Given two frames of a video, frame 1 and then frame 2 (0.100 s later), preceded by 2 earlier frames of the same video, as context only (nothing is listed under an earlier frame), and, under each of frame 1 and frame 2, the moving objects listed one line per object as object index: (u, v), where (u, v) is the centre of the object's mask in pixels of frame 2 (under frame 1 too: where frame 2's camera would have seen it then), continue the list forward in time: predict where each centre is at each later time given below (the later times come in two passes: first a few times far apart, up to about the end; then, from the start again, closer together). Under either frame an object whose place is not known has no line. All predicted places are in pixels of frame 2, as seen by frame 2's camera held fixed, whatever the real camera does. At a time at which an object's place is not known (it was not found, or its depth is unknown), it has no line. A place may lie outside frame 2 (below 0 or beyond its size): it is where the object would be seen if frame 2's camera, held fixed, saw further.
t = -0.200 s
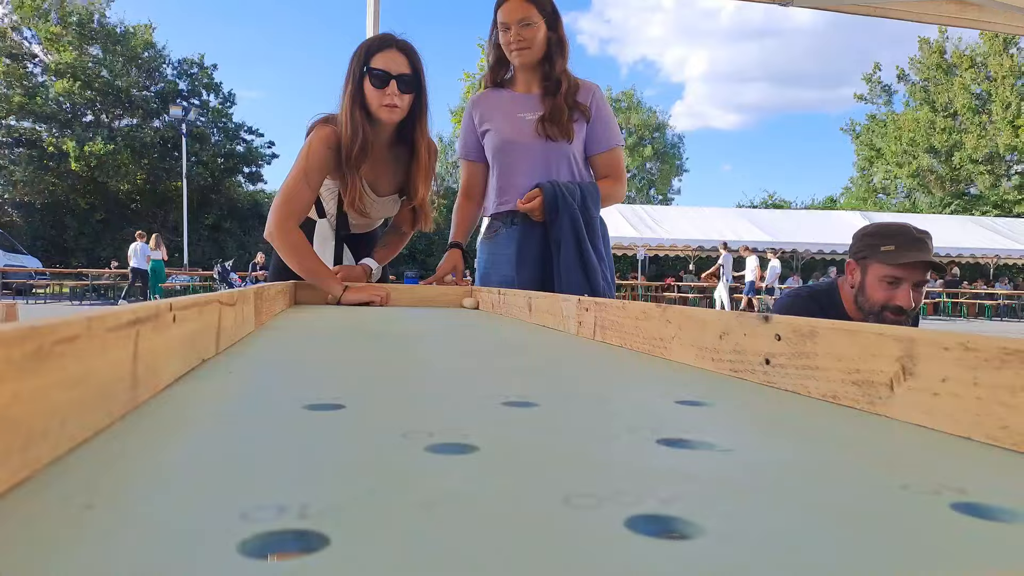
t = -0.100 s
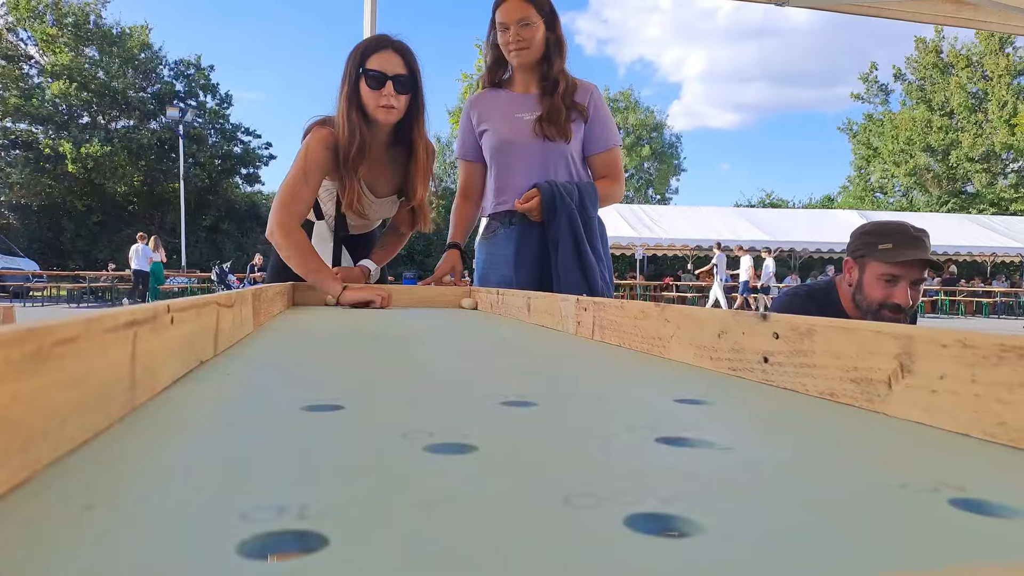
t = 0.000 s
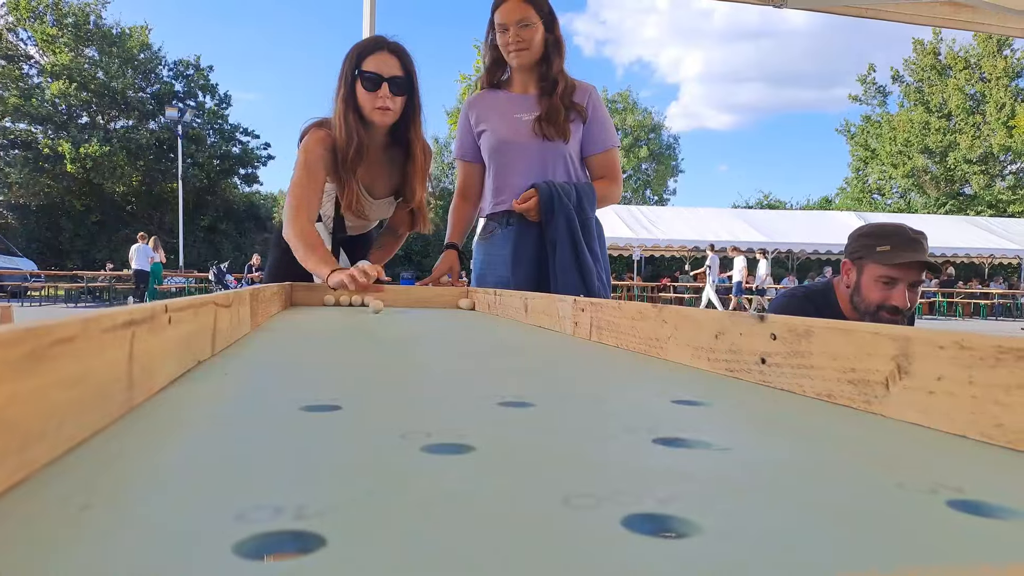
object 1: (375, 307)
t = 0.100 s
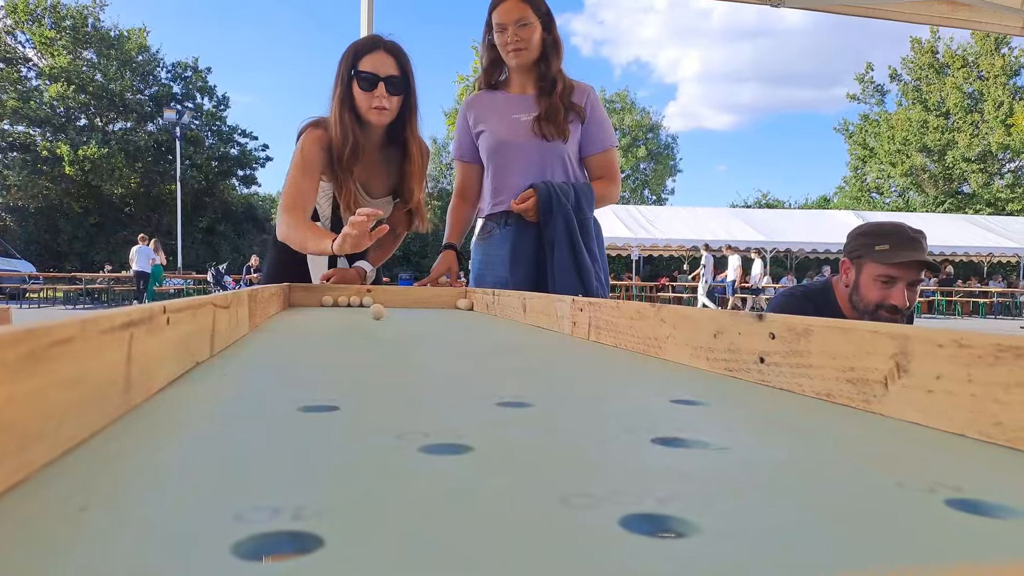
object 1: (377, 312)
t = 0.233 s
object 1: (380, 320)
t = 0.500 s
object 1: (398, 355)
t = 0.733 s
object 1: (472, 467)
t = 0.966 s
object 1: (520, 506)
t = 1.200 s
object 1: (437, 431)
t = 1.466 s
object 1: (425, 384)
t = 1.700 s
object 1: (430, 360)
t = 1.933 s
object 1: (439, 345)
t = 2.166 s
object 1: (448, 335)
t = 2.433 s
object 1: (459, 327)
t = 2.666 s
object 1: (469, 323)
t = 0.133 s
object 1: (378, 314)
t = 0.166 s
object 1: (379, 316)
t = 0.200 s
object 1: (380, 318)
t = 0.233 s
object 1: (380, 320)
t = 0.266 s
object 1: (381, 322)
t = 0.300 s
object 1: (383, 324)
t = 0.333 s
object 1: (385, 328)
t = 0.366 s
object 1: (387, 335)
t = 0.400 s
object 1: (389, 338)
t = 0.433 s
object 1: (391, 343)
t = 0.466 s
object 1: (395, 347)
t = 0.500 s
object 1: (398, 355)
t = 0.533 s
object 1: (403, 363)
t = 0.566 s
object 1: (407, 374)
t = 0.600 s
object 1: (416, 382)
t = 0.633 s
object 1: (423, 396)
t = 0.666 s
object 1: (436, 413)
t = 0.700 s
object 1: (451, 432)
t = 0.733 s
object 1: (472, 467)
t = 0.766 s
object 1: (504, 516)
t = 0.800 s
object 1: (553, 548)
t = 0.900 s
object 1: (619, 524)
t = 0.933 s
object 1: (561, 501)
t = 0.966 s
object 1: (520, 506)
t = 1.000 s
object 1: (495, 507)
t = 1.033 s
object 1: (478, 489)
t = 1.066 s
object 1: (467, 479)
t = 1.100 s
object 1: (457, 465)
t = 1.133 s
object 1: (448, 454)
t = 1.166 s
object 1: (442, 441)
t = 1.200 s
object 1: (437, 431)
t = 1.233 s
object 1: (431, 423)
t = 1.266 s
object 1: (426, 416)
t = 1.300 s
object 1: (426, 410)
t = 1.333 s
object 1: (426, 403)
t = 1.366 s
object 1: (426, 397)
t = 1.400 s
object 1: (426, 393)
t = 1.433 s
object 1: (426, 387)
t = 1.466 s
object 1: (425, 384)
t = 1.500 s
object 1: (426, 379)
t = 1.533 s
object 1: (427, 375)
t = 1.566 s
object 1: (426, 372)
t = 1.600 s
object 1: (427, 368)
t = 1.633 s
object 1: (428, 367)
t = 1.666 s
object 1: (429, 363)
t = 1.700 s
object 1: (430, 360)
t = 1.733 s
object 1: (433, 357)
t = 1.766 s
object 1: (433, 355)
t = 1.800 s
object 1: (435, 353)
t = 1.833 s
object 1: (436, 350)
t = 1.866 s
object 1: (437, 348)
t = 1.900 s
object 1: (437, 347)
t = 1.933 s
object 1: (439, 345)
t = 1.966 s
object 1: (440, 344)
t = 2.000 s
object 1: (441, 341)
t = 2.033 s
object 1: (442, 340)
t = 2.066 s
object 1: (443, 339)
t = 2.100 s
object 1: (444, 338)
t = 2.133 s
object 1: (445, 337)
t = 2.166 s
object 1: (448, 335)
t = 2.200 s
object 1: (449, 334)
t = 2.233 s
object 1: (451, 333)
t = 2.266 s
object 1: (452, 332)
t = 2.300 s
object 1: (453, 331)
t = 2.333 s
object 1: (455, 330)
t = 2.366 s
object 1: (457, 328)
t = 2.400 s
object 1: (458, 328)
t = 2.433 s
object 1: (459, 327)
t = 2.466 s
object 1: (459, 327)
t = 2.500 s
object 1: (462, 326)
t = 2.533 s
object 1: (463, 325)
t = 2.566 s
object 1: (464, 325)
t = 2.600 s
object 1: (466, 325)
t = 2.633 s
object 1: (468, 324)
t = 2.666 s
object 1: (469, 323)
